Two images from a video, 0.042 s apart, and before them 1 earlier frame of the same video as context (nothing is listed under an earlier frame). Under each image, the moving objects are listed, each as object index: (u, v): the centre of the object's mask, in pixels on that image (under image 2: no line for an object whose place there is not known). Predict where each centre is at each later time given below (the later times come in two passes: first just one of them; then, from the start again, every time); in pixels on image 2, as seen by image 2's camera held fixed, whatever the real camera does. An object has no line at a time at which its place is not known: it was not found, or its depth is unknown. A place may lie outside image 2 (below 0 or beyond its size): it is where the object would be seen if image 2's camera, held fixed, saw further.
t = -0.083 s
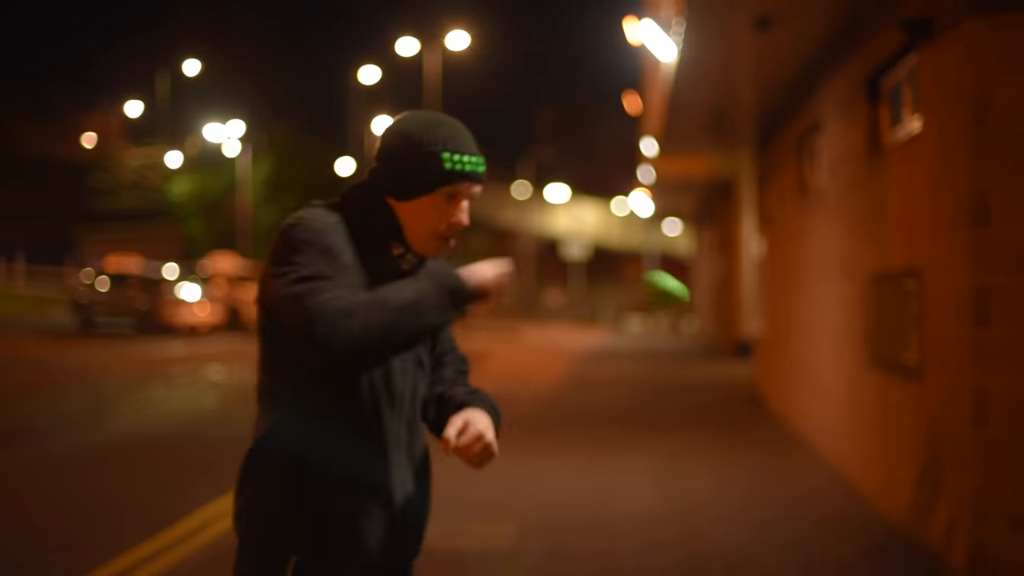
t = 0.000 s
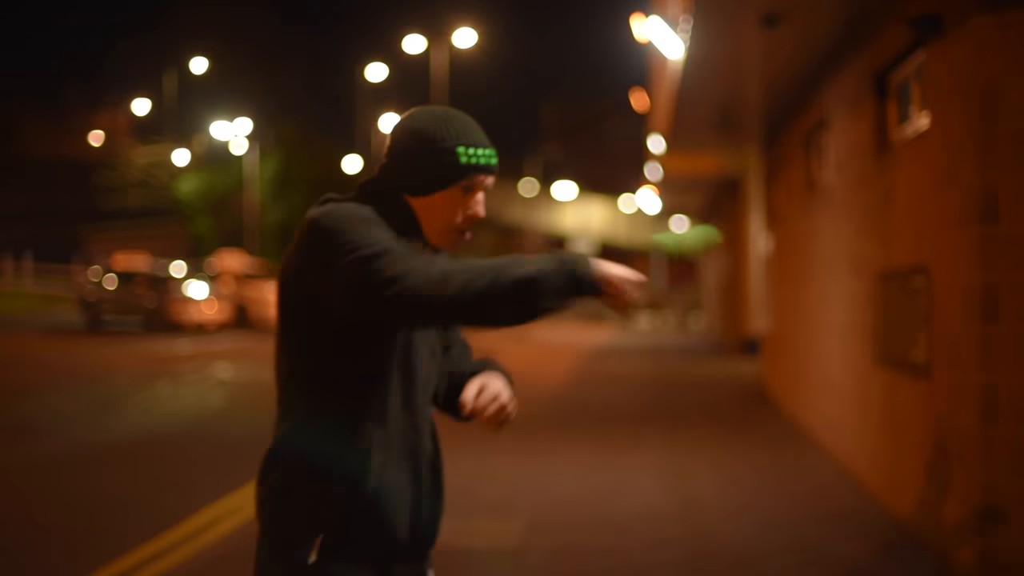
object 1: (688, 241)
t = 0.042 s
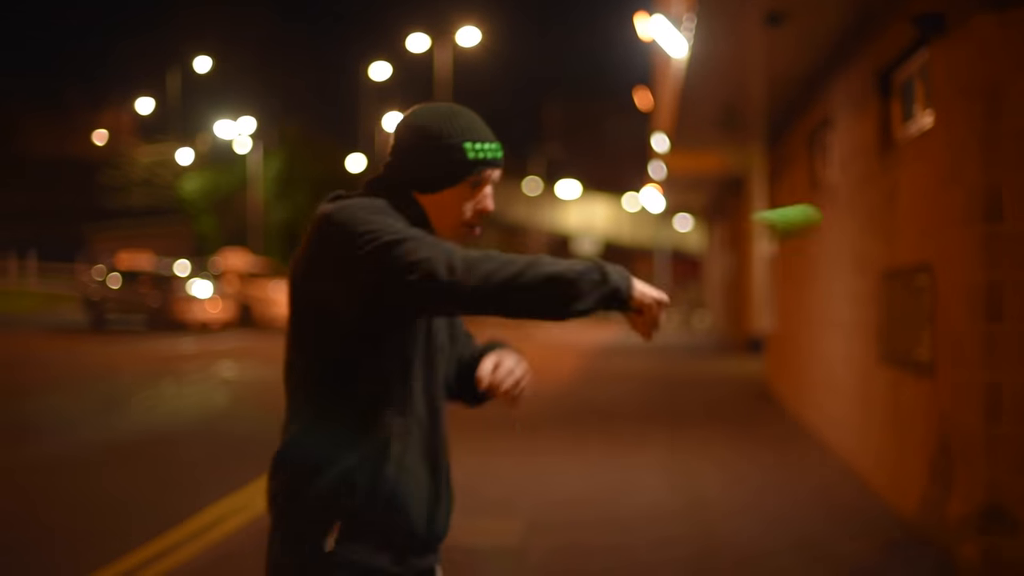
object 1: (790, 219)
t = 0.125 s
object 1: (901, 190)
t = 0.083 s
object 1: (863, 202)
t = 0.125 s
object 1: (901, 190)
